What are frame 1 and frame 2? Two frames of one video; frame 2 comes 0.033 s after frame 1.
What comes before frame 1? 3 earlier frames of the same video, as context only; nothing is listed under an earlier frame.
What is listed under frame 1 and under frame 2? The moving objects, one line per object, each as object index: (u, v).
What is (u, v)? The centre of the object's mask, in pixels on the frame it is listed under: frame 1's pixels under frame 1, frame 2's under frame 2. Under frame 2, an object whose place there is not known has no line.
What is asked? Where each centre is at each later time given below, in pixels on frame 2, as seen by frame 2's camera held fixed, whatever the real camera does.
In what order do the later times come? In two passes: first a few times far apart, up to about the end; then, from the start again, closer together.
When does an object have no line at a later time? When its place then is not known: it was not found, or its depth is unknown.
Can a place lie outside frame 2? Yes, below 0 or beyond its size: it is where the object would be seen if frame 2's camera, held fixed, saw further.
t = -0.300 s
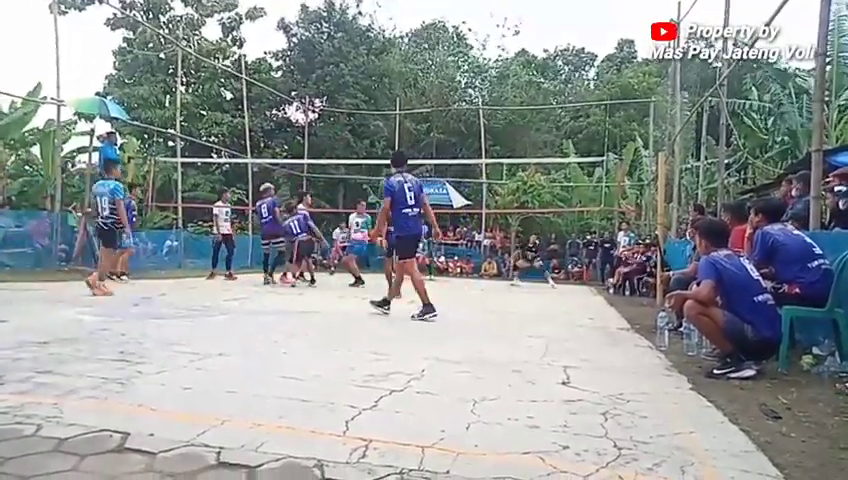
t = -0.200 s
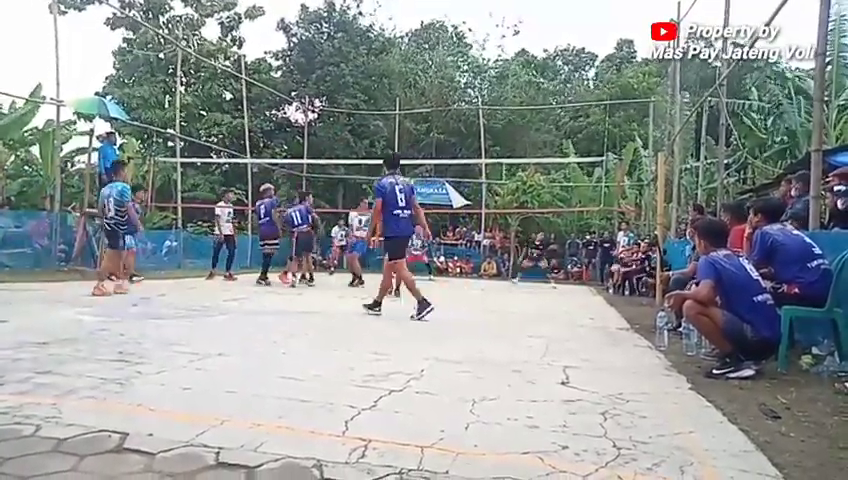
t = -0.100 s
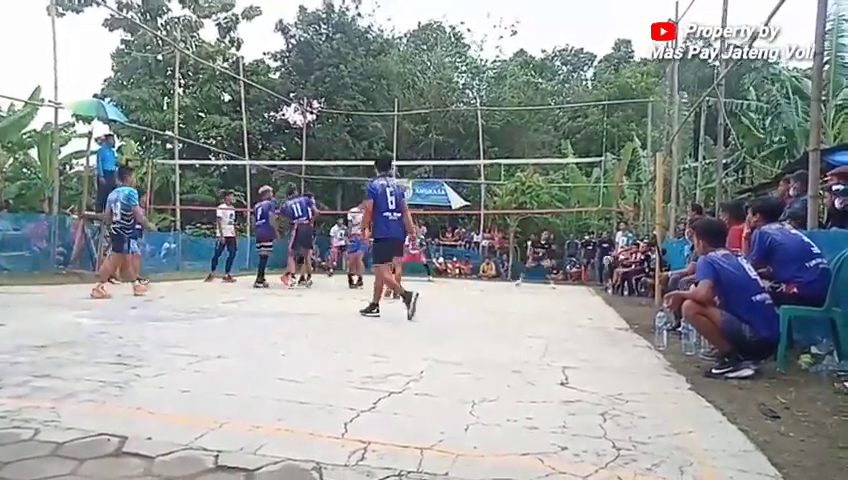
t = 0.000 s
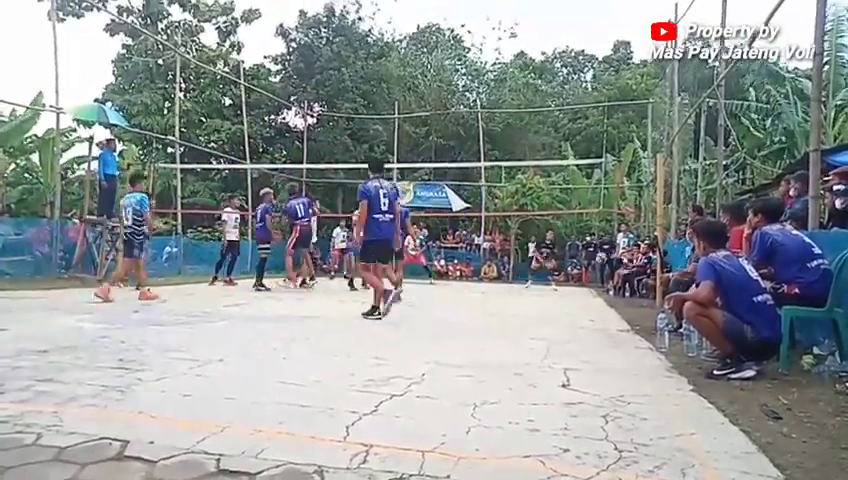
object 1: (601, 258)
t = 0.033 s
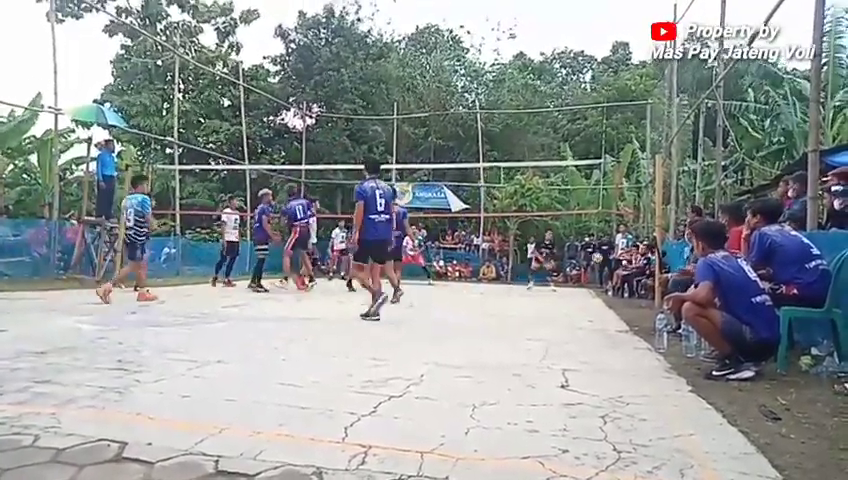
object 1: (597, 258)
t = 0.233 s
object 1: (582, 272)
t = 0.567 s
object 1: (569, 279)
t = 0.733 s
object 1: (571, 276)
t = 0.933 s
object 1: (573, 287)
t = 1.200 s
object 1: (584, 297)
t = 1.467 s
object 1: (600, 304)
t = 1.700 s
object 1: (621, 312)
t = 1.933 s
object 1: (649, 330)
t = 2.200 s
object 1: (696, 340)
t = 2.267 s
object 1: (710, 351)
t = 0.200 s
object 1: (583, 266)
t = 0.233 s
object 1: (582, 272)
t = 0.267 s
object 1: (577, 276)
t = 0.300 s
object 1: (574, 278)
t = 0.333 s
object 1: (571, 284)
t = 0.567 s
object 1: (569, 279)
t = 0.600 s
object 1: (570, 278)
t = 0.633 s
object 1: (571, 277)
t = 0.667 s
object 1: (570, 276)
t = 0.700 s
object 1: (571, 275)
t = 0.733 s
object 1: (571, 276)
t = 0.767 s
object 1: (570, 276)
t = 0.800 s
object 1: (571, 276)
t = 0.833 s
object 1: (571, 277)
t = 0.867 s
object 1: (573, 279)
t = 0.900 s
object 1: (572, 282)
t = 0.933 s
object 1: (573, 287)
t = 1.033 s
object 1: (576, 308)
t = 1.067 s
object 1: (576, 316)
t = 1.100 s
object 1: (578, 311)
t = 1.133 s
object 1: (580, 307)
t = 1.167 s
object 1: (583, 301)
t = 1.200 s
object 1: (584, 297)
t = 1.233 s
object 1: (586, 294)
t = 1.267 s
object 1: (588, 293)
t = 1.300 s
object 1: (590, 292)
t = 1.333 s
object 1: (591, 292)
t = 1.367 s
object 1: (594, 293)
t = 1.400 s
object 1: (595, 296)
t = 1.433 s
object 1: (598, 299)
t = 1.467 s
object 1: (600, 304)
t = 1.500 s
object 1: (602, 311)
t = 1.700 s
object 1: (621, 312)
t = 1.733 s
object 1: (625, 309)
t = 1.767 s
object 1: (628, 309)
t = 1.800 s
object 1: (632, 310)
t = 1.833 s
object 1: (636, 314)
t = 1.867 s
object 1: (640, 317)
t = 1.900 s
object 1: (643, 323)
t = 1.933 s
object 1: (649, 330)
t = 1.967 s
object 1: (654, 340)
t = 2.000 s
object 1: (663, 347)
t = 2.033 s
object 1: (663, 340)
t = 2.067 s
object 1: (670, 337)
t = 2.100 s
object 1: (674, 336)
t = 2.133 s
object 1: (681, 335)
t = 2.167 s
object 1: (690, 335)
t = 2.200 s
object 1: (696, 340)
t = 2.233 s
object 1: (702, 343)
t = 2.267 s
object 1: (710, 351)
